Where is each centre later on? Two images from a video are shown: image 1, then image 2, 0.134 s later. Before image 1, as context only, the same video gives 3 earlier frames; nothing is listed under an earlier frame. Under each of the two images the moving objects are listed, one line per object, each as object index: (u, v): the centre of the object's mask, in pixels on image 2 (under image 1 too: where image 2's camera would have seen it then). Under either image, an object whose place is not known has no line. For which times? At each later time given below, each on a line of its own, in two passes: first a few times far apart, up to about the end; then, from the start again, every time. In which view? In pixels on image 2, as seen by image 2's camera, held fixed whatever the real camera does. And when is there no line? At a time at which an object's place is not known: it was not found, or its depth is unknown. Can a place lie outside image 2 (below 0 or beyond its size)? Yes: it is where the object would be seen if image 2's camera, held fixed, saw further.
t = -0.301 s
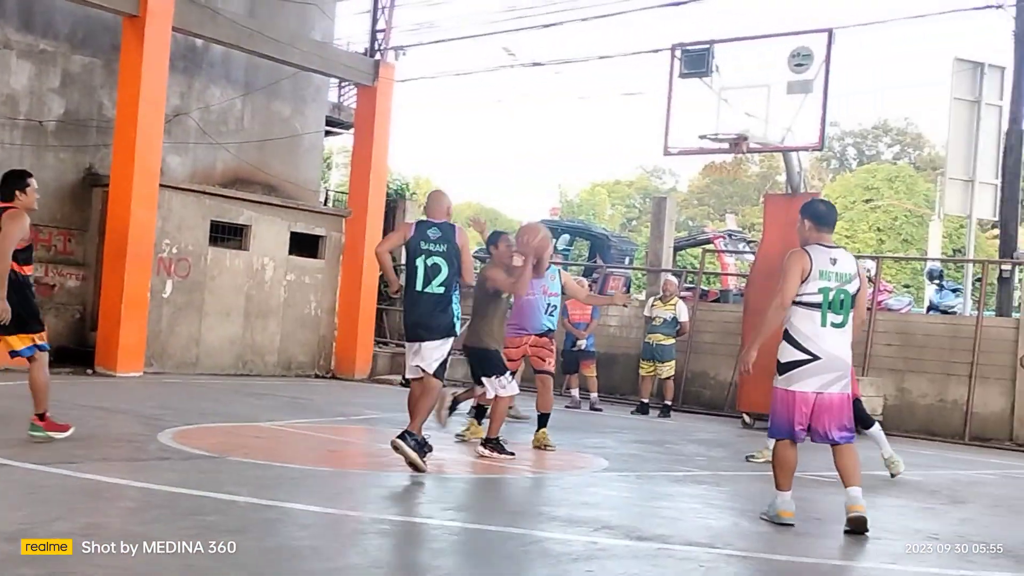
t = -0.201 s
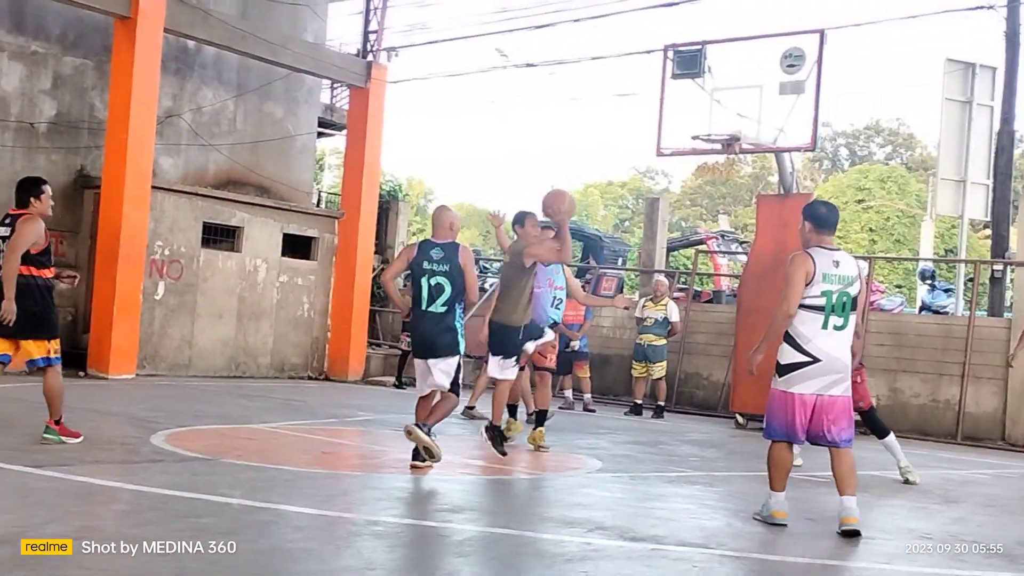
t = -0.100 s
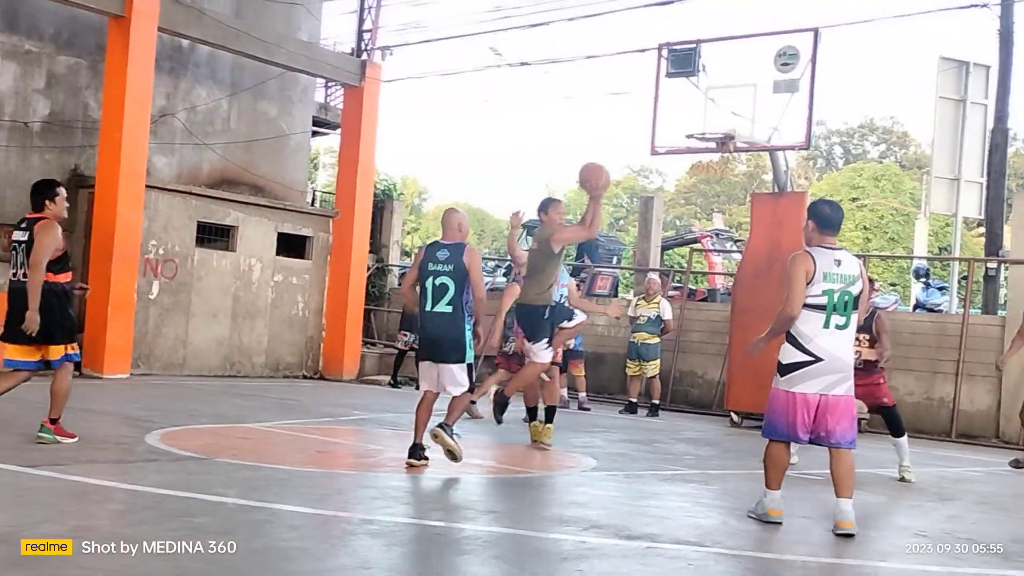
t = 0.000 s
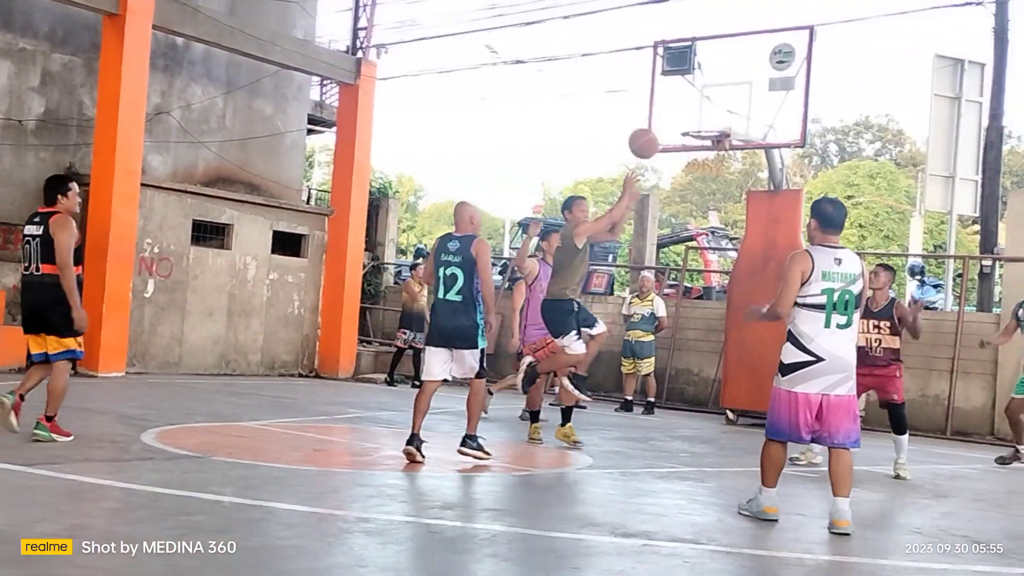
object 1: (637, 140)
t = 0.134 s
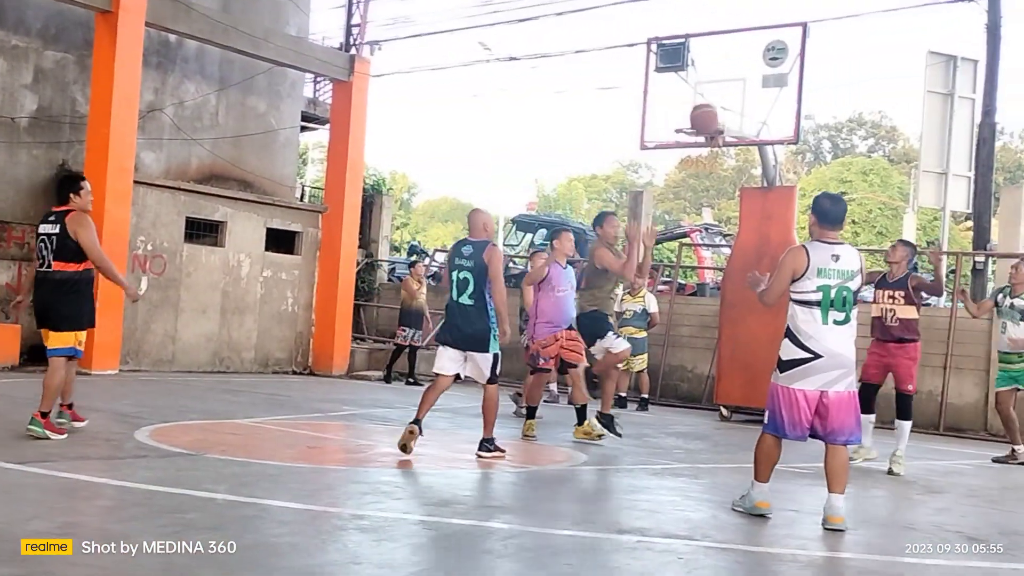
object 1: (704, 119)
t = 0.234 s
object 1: (749, 118)
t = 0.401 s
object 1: (817, 141)
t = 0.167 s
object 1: (720, 117)
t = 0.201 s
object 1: (734, 117)
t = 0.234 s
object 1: (749, 118)
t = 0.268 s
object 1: (763, 120)
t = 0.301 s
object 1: (777, 123)
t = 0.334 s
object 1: (791, 129)
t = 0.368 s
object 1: (804, 134)
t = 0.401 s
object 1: (817, 141)
